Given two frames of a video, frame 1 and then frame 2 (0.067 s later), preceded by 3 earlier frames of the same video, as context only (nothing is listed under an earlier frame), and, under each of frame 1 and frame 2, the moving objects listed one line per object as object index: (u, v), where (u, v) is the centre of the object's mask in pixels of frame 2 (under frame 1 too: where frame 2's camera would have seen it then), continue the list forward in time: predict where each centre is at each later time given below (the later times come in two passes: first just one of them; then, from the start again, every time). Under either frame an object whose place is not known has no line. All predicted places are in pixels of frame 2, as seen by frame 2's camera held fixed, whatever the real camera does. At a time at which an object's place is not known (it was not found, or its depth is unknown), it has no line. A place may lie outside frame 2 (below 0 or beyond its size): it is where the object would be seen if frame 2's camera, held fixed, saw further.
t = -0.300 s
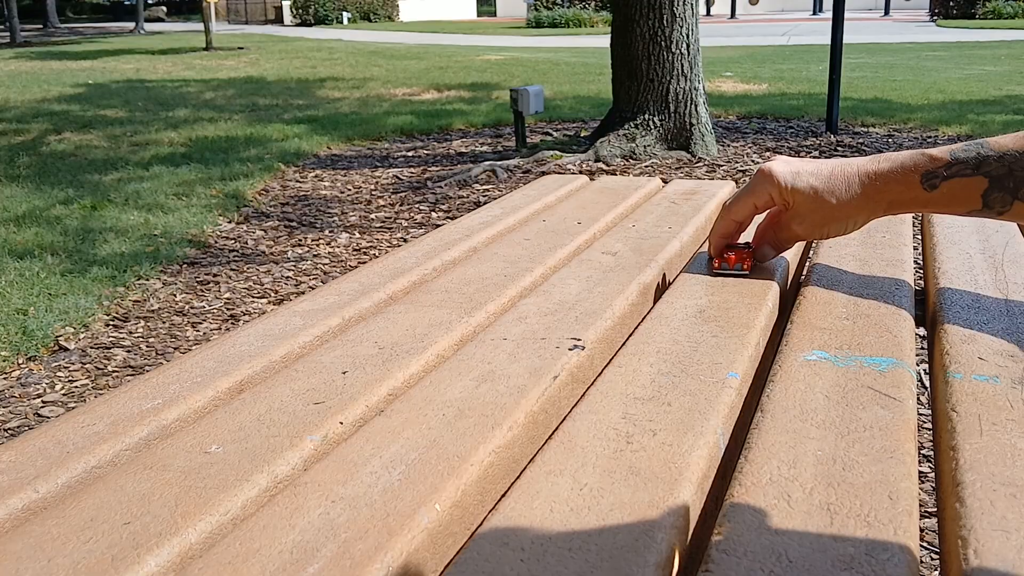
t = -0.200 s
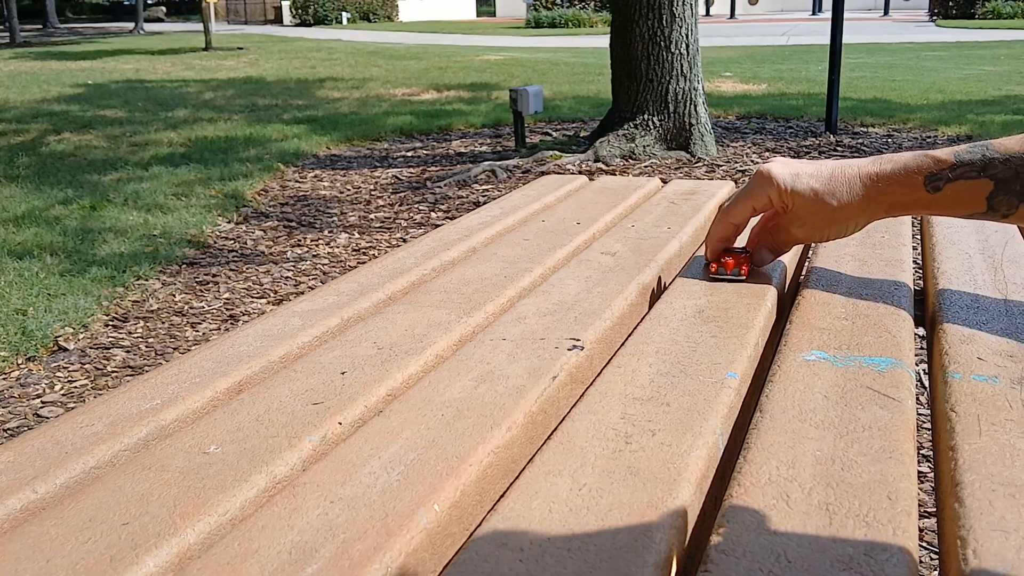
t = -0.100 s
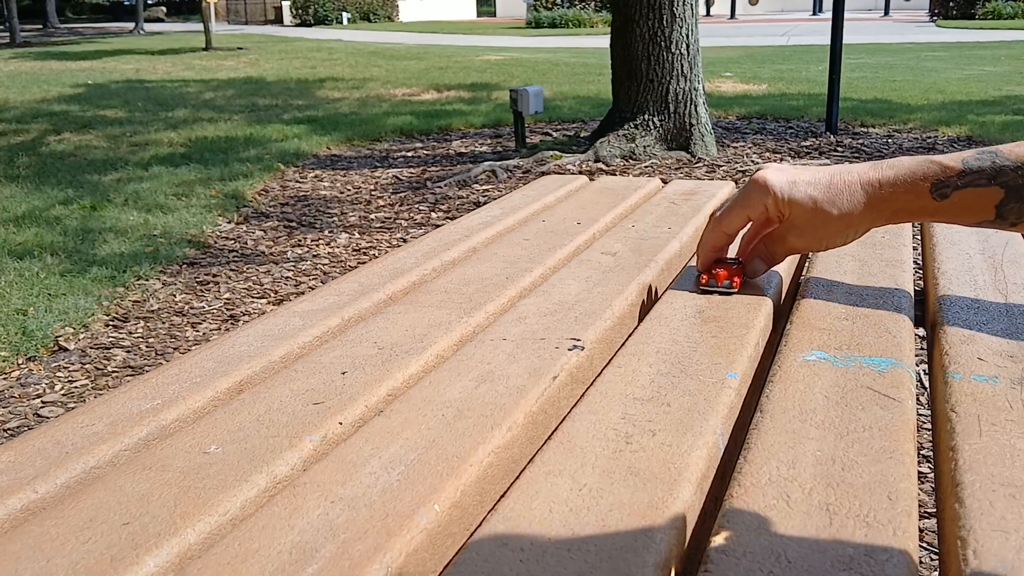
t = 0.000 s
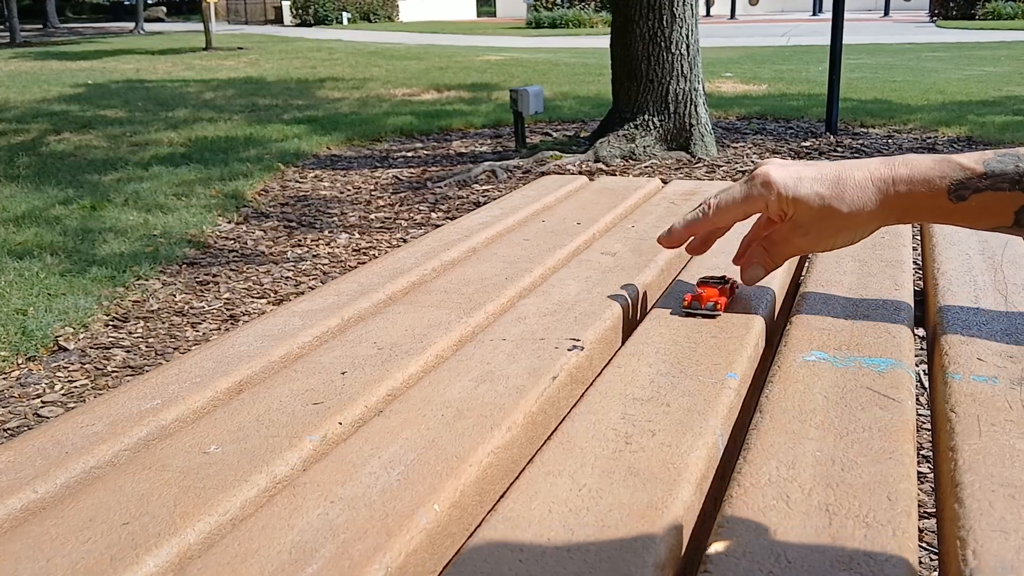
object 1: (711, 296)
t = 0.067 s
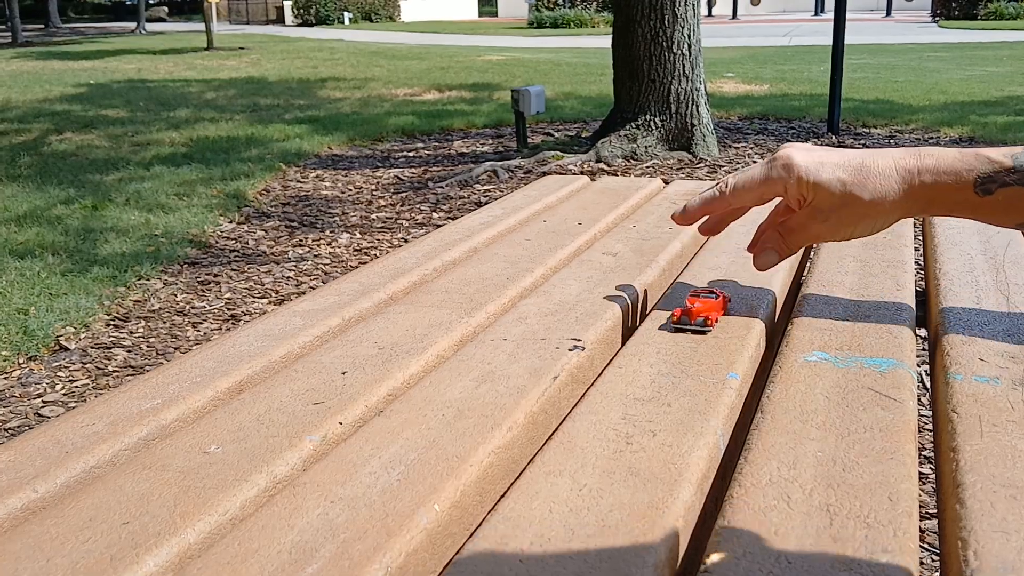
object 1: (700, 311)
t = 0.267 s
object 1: (666, 353)
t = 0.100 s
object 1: (694, 318)
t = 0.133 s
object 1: (690, 324)
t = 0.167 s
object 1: (684, 331)
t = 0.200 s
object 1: (678, 339)
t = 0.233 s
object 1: (672, 346)
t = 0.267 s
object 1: (666, 353)
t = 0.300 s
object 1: (661, 360)
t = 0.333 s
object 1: (655, 366)
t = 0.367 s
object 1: (651, 373)
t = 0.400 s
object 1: (648, 377)
